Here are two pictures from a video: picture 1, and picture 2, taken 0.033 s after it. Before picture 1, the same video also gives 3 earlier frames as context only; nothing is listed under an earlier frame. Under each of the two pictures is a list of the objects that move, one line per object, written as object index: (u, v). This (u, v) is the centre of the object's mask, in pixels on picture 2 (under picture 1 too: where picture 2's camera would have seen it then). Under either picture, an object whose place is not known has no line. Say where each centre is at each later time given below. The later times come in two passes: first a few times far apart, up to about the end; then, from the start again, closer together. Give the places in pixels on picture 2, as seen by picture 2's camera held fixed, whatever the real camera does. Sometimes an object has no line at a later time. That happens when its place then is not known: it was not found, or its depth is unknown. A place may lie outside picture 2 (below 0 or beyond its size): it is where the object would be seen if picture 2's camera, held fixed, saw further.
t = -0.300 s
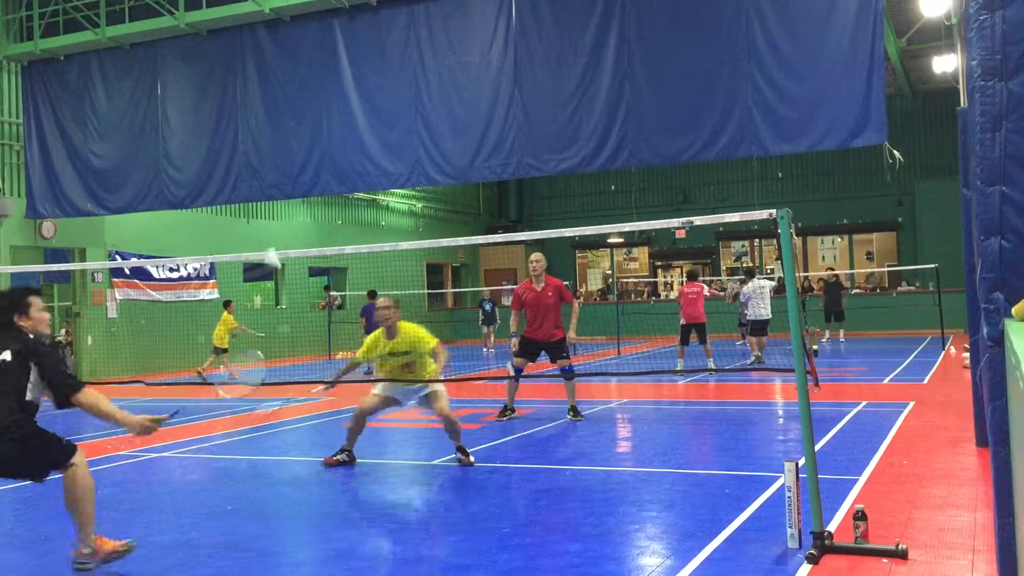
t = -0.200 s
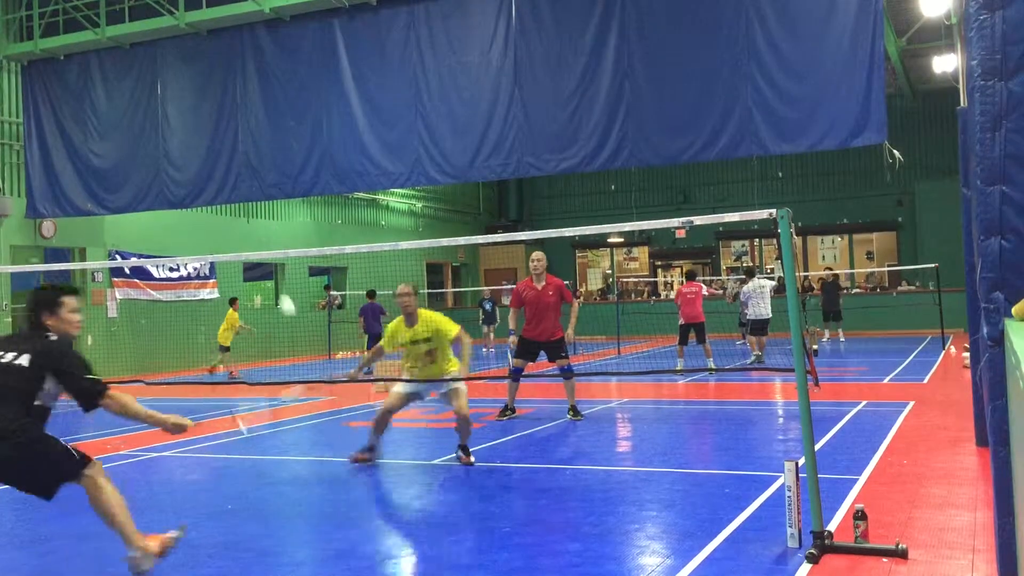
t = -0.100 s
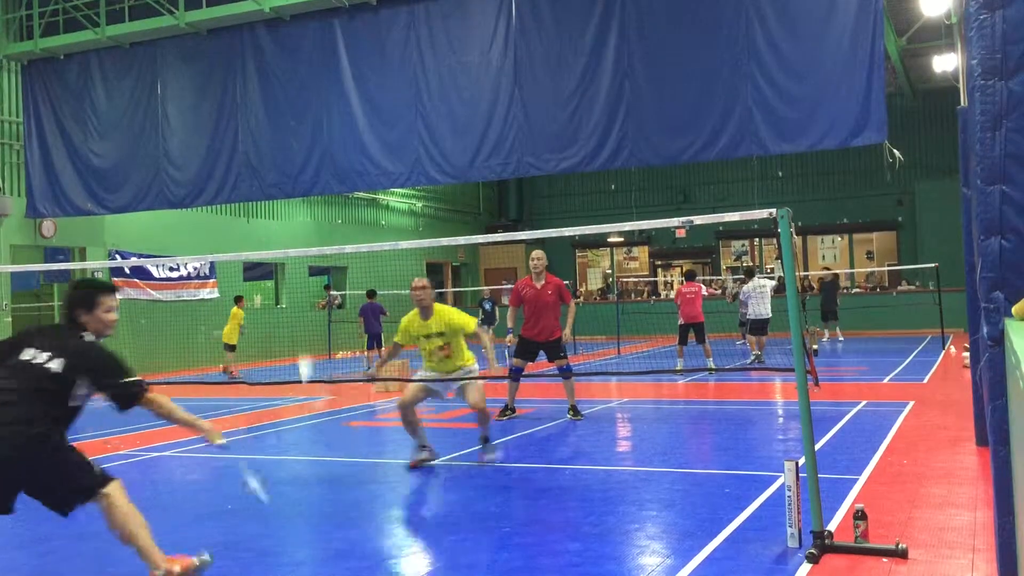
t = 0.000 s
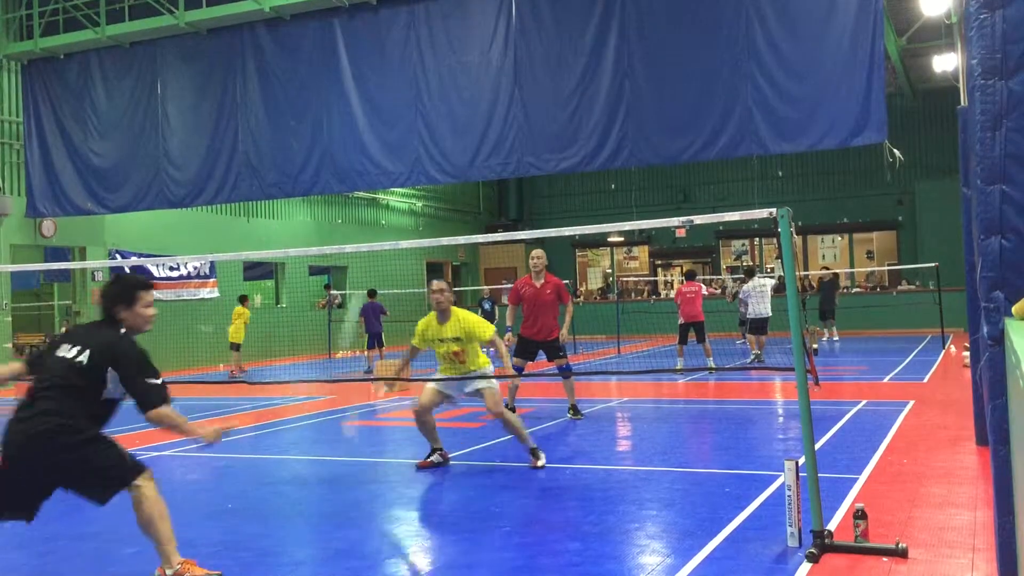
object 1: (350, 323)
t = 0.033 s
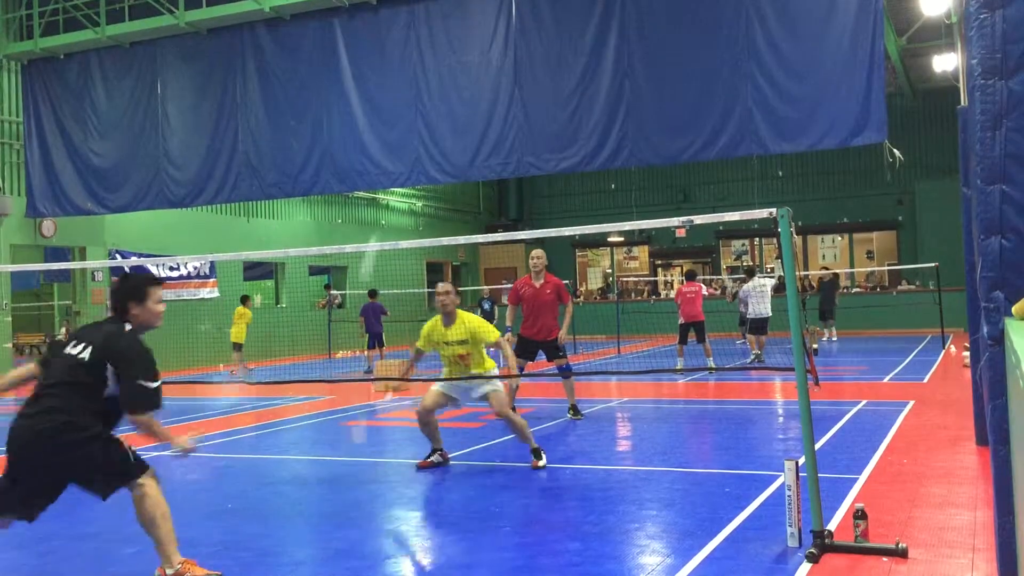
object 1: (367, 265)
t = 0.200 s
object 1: (436, 83)
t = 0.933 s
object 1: (564, 93)
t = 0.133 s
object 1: (412, 135)
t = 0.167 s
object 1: (425, 106)
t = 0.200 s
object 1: (436, 83)
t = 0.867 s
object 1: (556, 66)
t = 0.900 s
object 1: (560, 79)
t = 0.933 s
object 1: (564, 93)
